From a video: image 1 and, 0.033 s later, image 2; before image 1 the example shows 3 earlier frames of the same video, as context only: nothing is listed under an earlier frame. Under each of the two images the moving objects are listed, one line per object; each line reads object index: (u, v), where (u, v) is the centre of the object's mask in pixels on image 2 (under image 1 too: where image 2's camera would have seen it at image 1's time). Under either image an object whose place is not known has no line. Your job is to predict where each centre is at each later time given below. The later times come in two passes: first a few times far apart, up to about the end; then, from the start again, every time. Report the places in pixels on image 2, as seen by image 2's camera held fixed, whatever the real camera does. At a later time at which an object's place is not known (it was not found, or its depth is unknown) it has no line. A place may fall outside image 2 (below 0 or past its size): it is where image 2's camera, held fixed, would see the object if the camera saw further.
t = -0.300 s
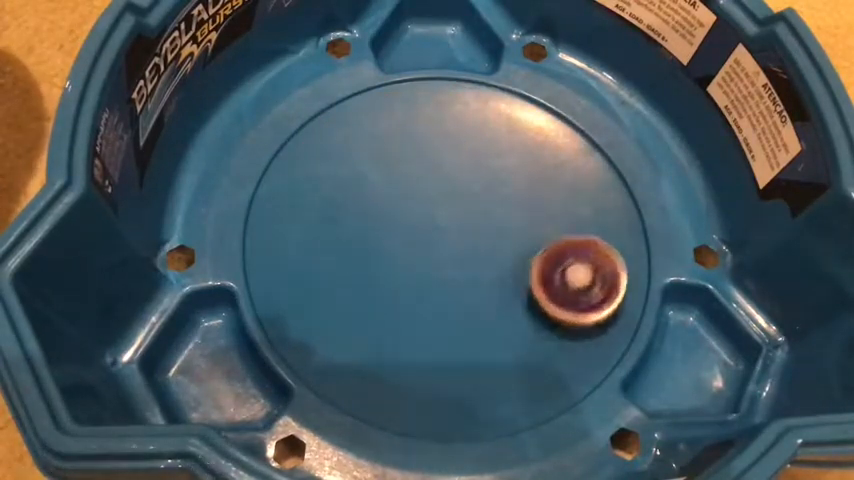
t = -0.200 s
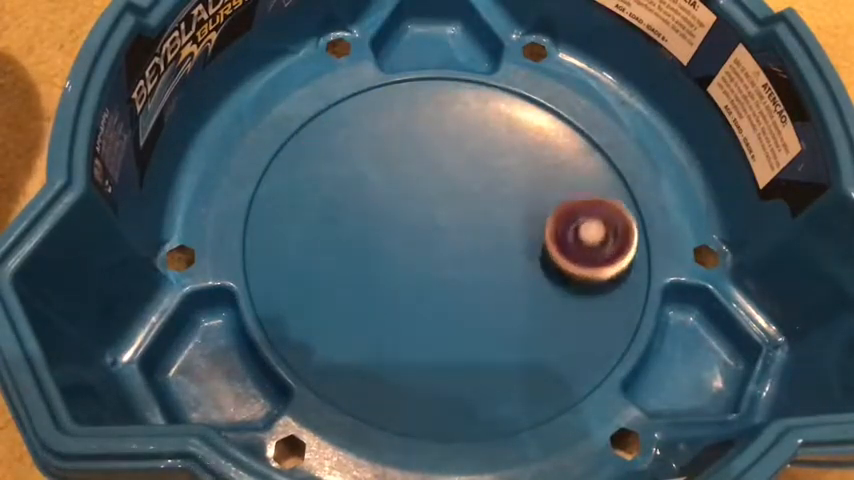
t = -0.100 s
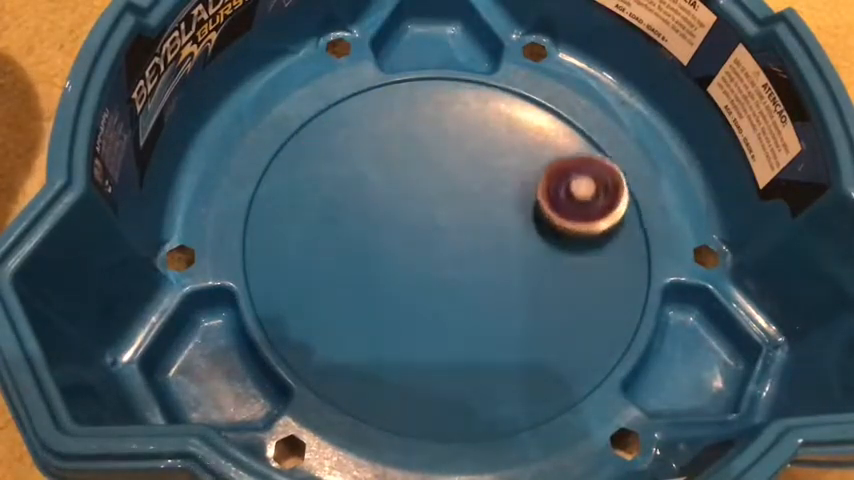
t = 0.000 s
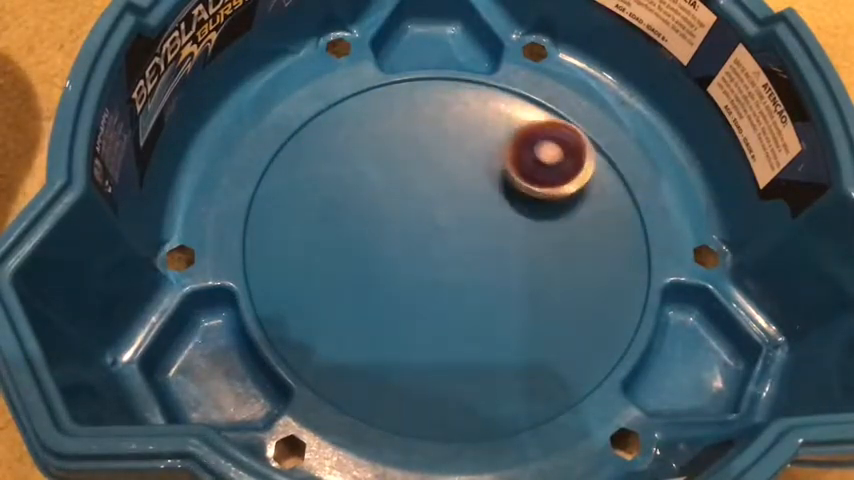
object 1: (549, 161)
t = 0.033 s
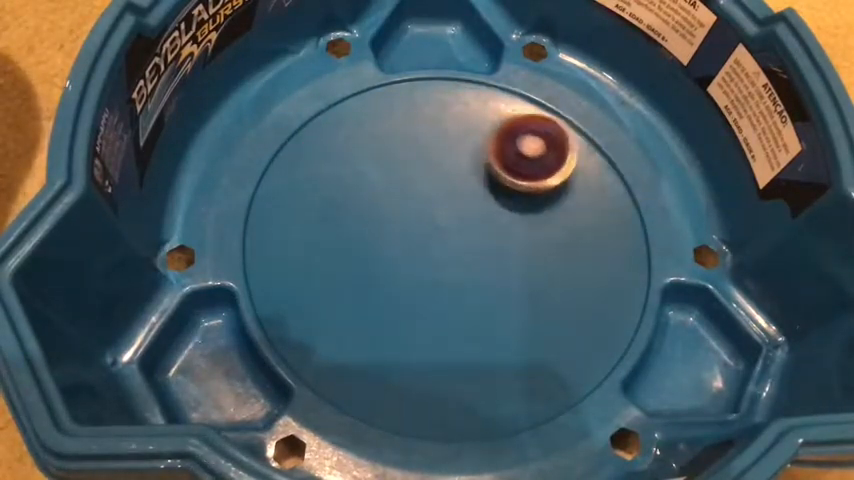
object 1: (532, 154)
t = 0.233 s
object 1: (418, 179)
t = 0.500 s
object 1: (393, 309)
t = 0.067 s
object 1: (512, 150)
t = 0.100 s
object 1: (492, 150)
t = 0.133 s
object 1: (473, 153)
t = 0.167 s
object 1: (454, 159)
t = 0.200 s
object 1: (435, 167)
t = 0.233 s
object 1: (418, 179)
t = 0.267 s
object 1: (404, 192)
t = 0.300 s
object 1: (393, 208)
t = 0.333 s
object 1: (385, 224)
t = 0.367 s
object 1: (380, 242)
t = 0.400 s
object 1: (378, 260)
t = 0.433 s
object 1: (379, 277)
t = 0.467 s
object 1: (385, 294)
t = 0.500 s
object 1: (393, 309)
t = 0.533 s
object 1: (405, 323)
